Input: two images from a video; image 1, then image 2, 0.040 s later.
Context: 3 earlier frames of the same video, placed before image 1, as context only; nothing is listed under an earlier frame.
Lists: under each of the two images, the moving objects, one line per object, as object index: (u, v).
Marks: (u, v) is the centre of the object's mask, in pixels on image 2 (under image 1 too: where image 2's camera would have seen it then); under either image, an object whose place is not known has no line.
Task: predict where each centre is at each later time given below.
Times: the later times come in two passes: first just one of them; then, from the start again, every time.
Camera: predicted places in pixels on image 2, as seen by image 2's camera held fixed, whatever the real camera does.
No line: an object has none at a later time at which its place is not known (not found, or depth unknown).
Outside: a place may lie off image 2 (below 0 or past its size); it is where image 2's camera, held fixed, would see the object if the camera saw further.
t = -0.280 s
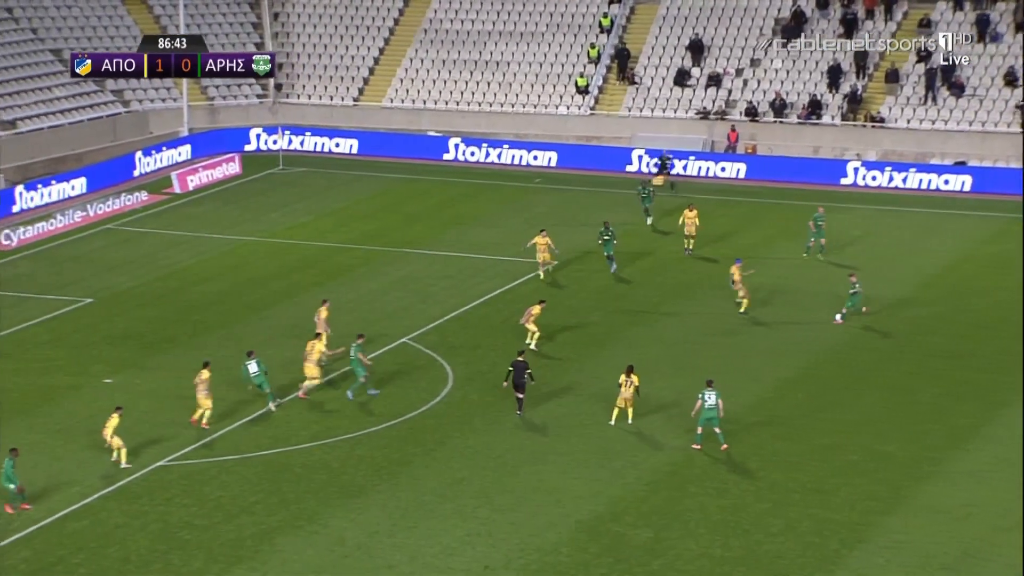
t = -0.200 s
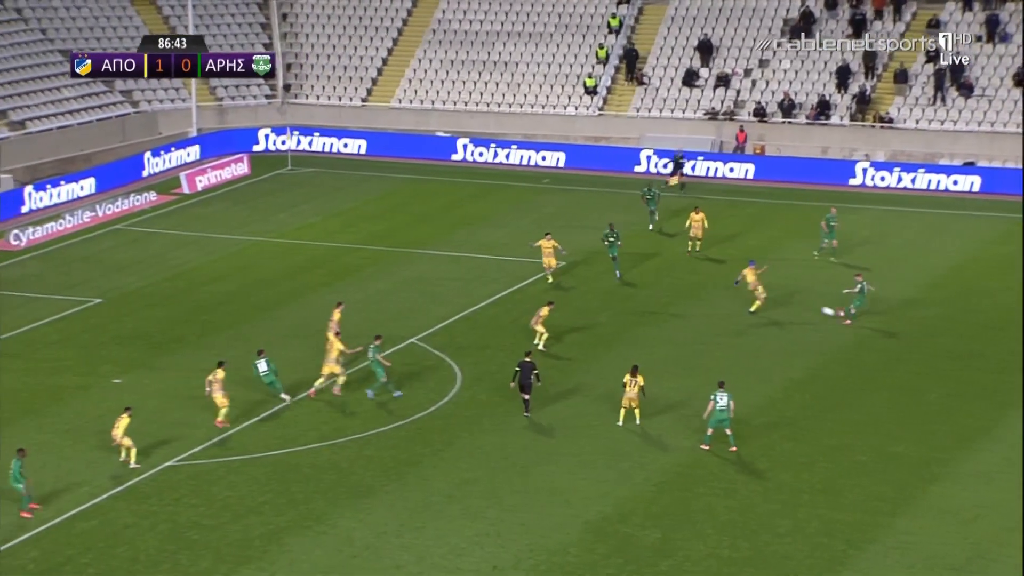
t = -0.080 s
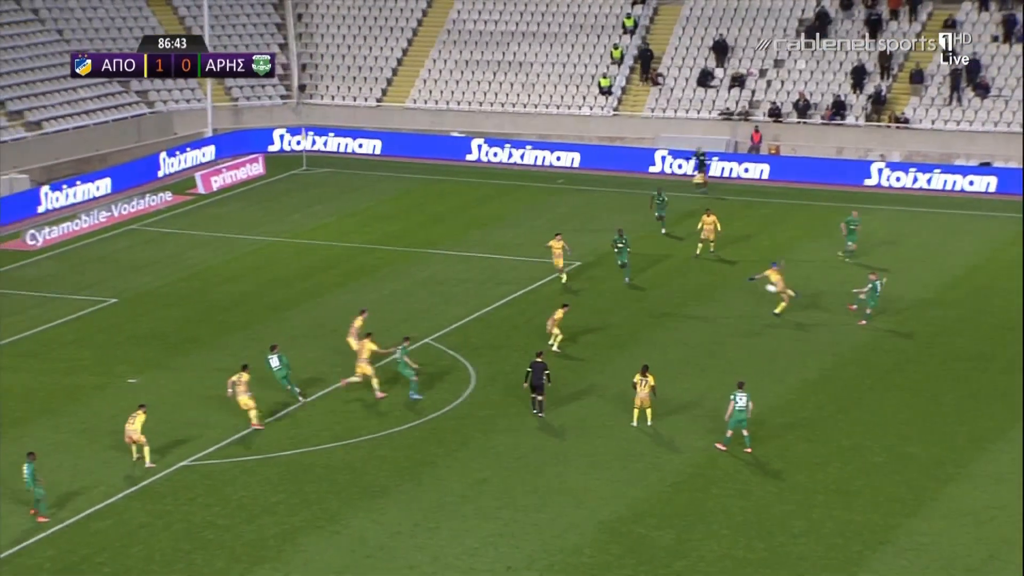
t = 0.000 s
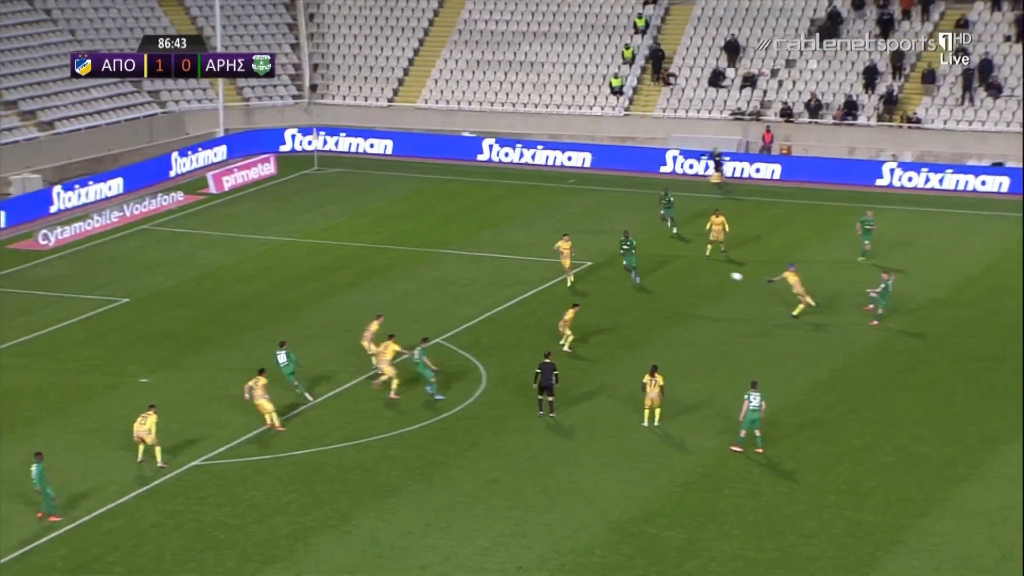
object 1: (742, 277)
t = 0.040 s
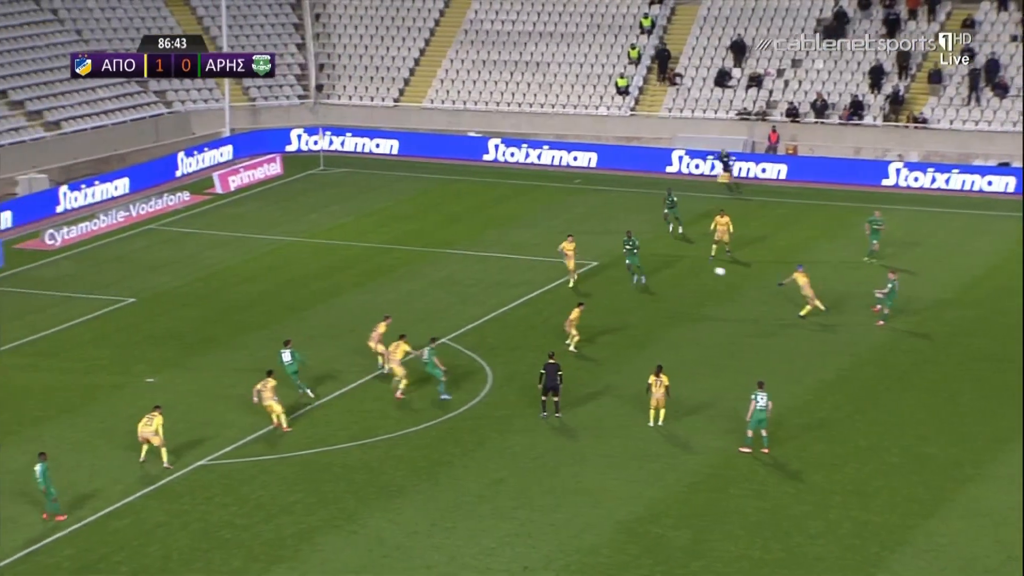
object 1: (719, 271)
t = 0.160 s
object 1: (654, 260)
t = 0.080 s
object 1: (698, 267)
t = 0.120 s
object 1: (675, 263)
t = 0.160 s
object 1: (654, 260)
